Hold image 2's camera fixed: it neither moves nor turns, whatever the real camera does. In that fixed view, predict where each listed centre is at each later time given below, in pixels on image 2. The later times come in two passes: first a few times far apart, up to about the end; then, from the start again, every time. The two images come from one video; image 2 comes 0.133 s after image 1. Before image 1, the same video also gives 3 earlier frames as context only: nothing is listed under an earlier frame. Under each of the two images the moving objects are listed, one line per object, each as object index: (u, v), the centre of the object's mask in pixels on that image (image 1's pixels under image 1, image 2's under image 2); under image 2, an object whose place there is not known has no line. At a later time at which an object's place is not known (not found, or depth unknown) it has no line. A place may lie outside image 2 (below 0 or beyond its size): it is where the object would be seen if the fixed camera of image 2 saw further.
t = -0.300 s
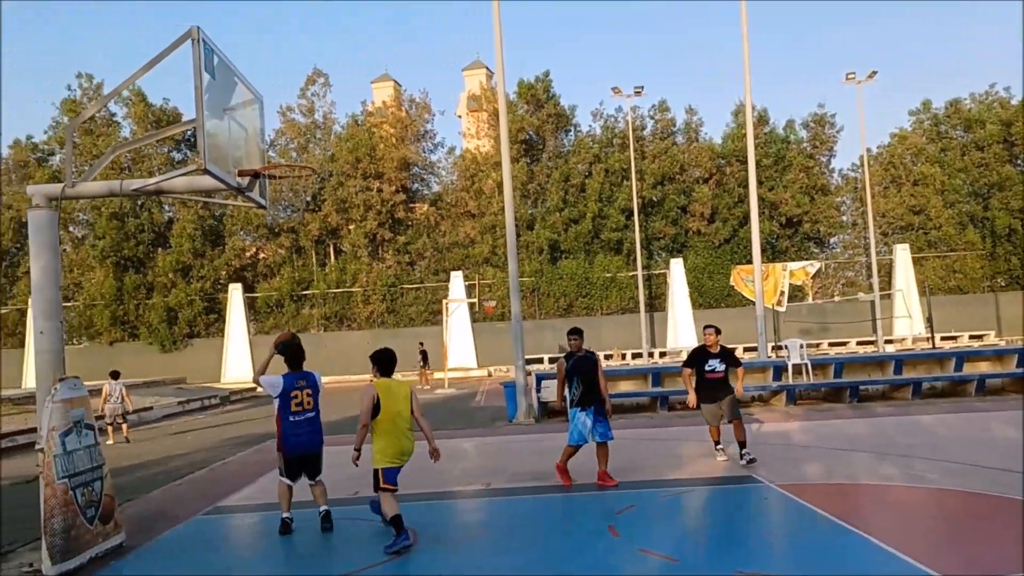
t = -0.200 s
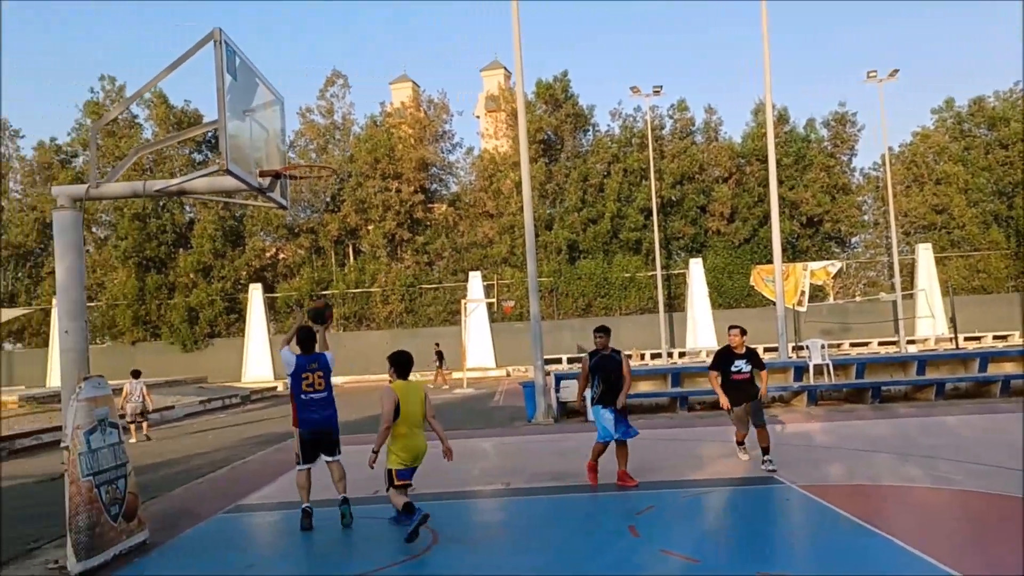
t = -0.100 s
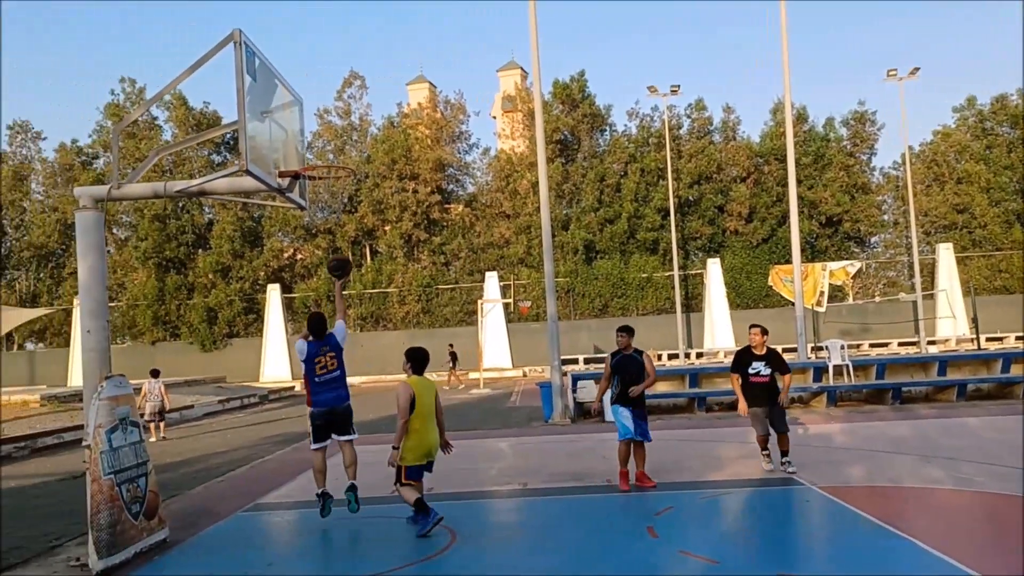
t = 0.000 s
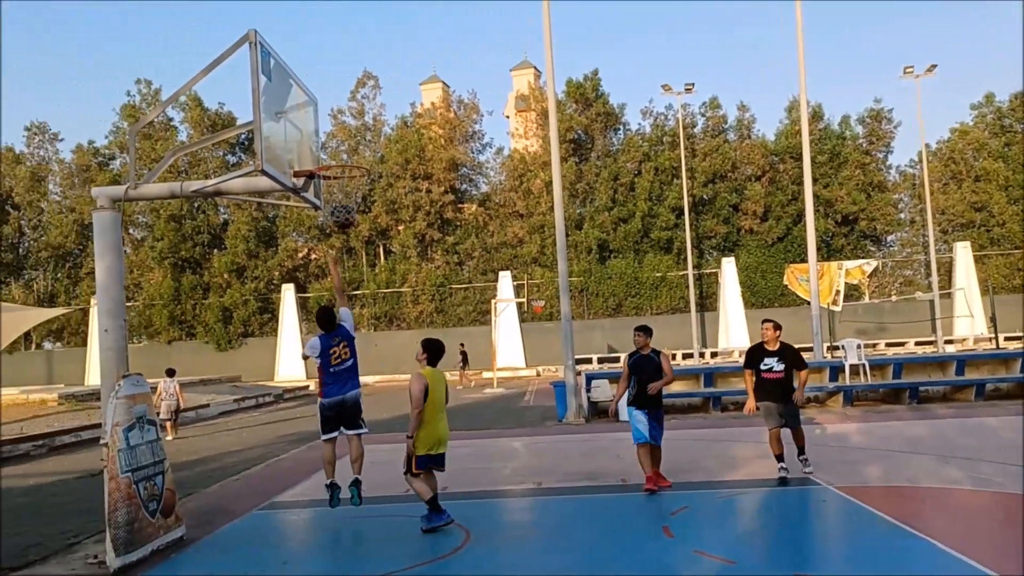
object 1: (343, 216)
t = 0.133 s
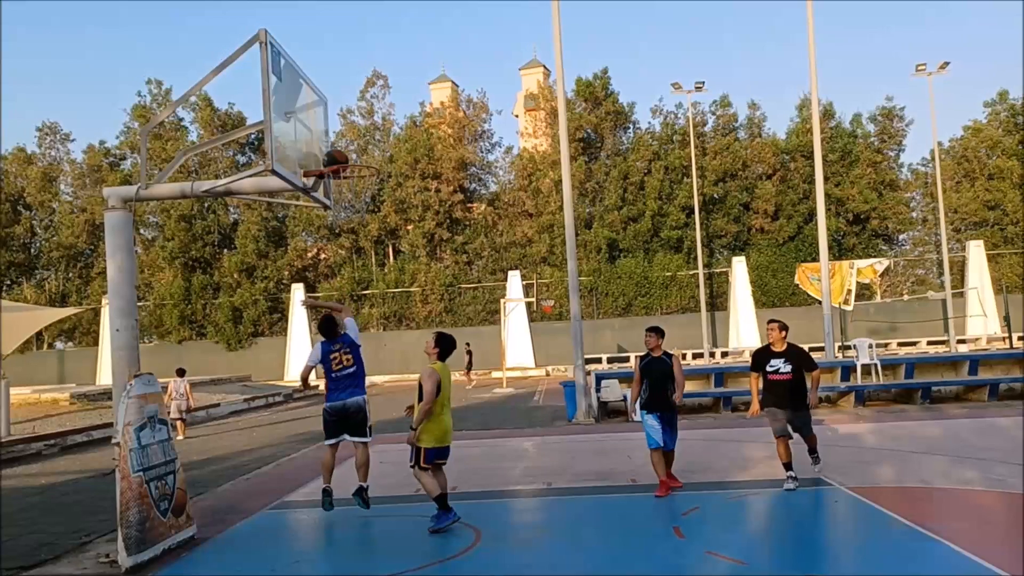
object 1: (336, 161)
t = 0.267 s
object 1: (335, 134)
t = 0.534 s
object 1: (340, 137)
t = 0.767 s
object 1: (361, 201)
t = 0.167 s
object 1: (333, 152)
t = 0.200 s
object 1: (334, 145)
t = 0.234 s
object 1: (334, 139)
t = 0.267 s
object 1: (335, 134)
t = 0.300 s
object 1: (335, 130)
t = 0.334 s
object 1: (336, 127)
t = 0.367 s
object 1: (336, 126)
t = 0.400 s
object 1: (337, 126)
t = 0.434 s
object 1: (338, 126)
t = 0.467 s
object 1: (338, 129)
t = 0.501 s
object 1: (339, 132)
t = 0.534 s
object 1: (340, 137)
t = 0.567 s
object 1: (341, 143)
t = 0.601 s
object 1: (342, 150)
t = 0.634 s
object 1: (344, 158)
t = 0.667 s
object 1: (345, 169)
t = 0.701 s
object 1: (350, 180)
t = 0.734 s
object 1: (356, 190)
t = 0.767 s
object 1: (361, 201)
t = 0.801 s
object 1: (365, 212)
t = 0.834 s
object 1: (370, 224)
